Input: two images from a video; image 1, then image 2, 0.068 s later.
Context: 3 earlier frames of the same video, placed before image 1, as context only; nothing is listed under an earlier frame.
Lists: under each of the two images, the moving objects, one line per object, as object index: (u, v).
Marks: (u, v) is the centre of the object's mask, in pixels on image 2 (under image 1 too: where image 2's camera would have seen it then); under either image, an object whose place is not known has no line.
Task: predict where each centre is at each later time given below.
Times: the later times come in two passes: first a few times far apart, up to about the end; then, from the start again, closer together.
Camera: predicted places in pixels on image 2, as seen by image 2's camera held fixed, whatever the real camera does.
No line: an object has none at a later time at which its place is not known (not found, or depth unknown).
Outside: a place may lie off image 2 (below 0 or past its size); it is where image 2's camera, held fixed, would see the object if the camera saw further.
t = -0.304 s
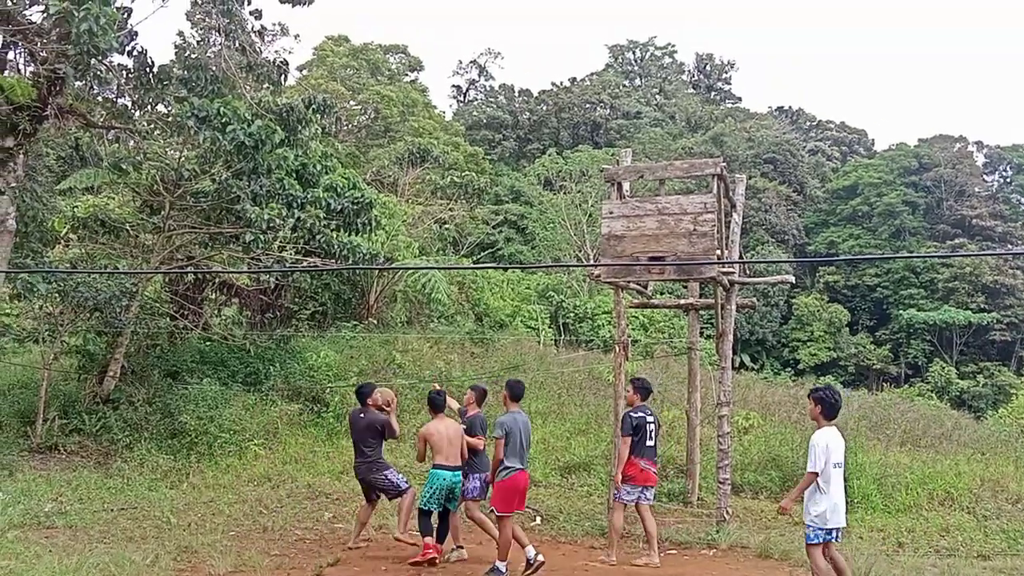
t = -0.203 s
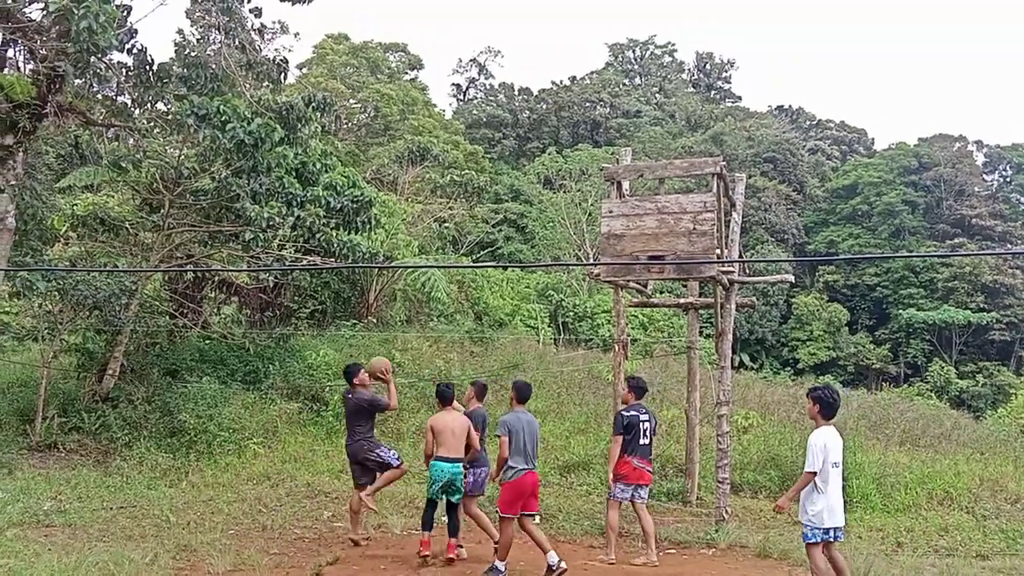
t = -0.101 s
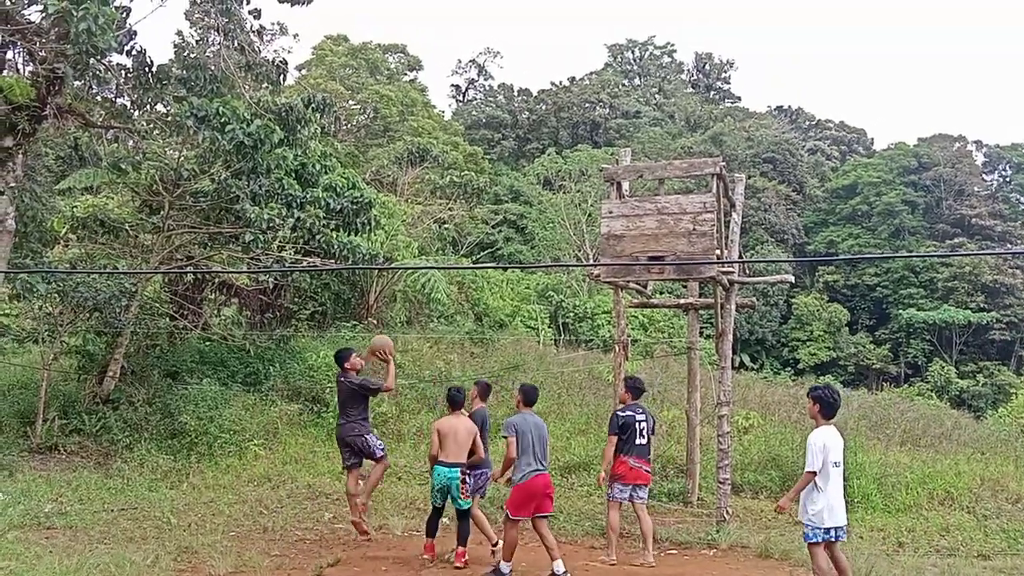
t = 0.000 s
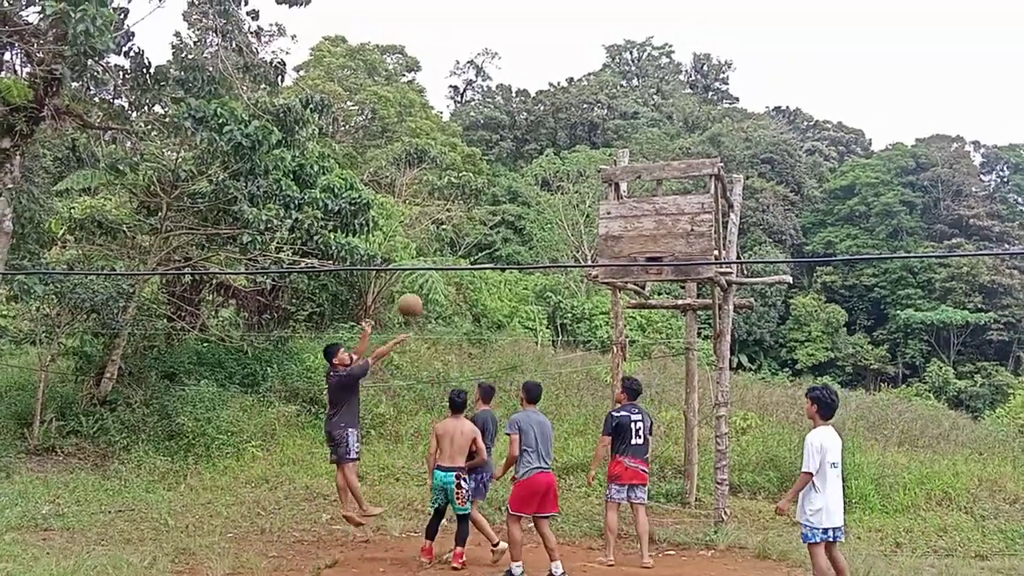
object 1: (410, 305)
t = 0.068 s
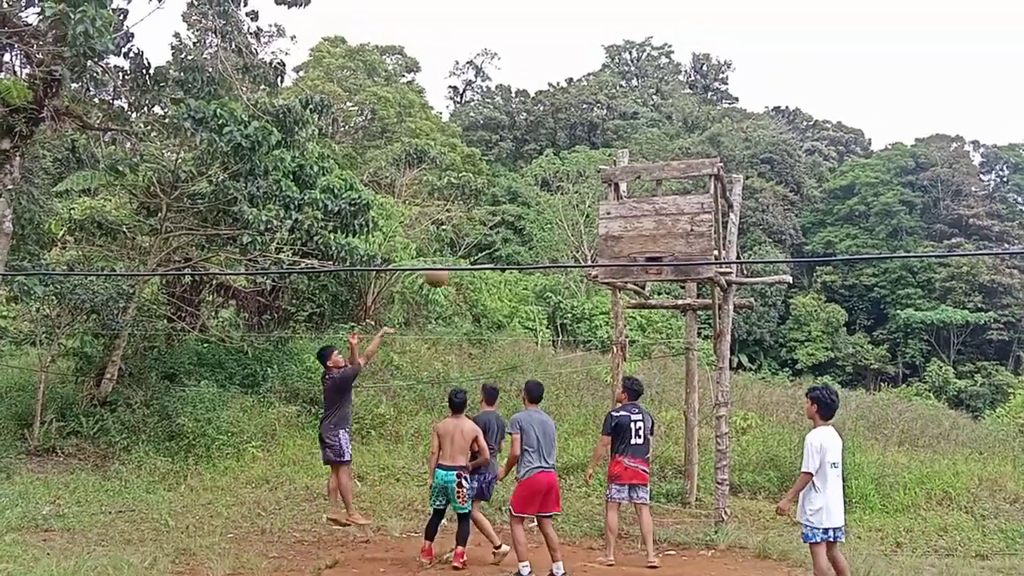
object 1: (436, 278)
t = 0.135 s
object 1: (463, 250)
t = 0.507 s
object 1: (596, 192)
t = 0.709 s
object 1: (665, 215)
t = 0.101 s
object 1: (449, 260)
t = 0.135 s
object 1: (463, 250)
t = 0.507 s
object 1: (596, 192)
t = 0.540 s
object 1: (607, 193)
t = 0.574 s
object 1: (619, 195)
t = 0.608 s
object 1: (631, 198)
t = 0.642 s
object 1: (642, 202)
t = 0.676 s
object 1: (653, 208)
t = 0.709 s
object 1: (665, 215)
